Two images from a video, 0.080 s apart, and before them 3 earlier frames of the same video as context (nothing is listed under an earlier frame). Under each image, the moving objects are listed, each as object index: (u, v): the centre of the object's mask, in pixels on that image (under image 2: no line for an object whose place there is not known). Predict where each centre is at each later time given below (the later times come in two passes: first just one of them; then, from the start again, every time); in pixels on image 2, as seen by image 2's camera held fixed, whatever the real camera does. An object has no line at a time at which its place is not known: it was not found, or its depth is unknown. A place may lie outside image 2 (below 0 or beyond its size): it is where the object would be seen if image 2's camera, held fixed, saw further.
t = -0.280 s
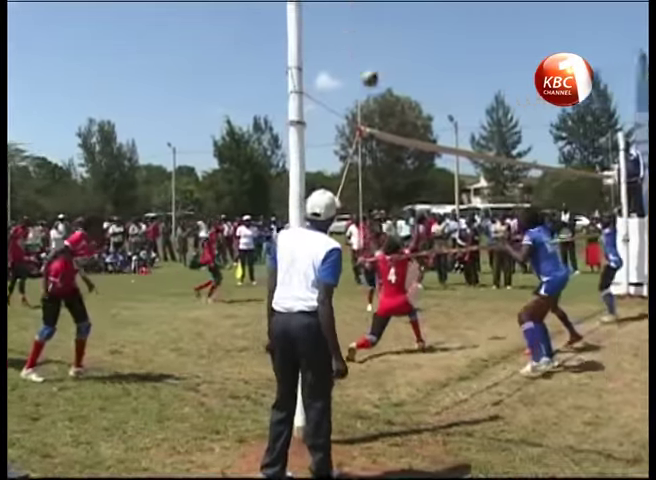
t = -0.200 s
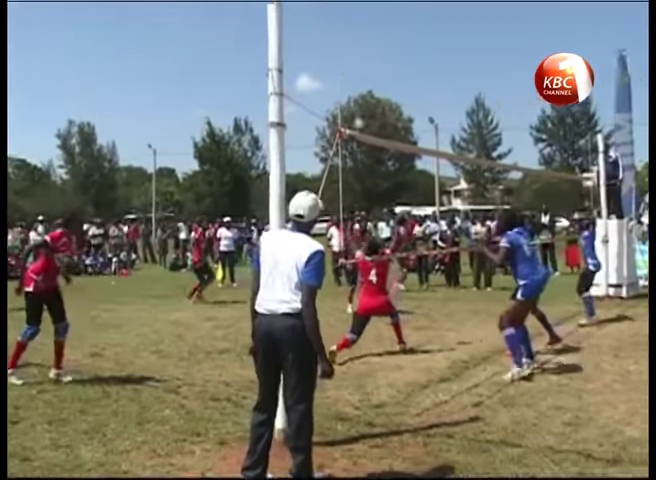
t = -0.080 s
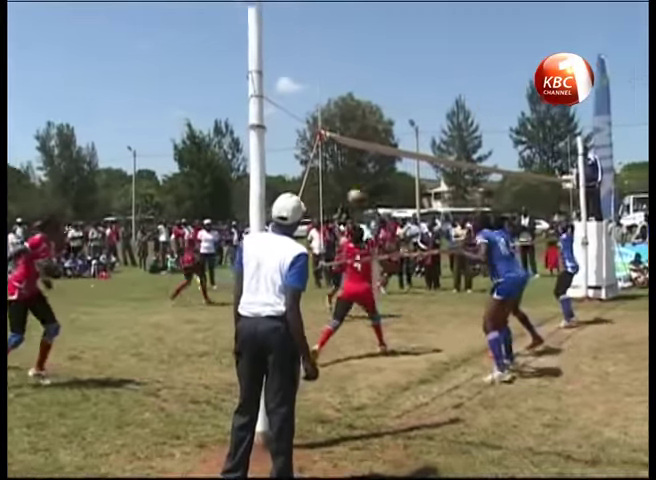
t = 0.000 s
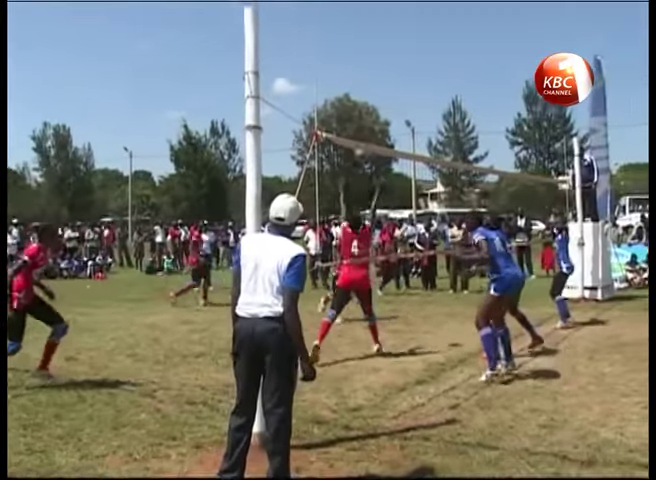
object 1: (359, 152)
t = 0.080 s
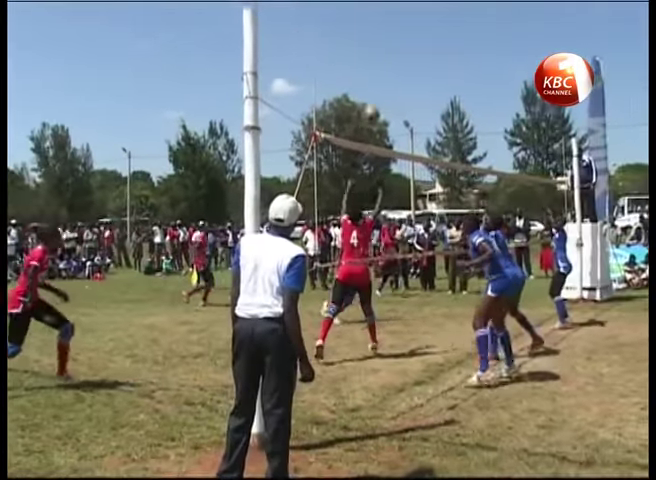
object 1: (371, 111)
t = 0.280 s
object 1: (391, 48)
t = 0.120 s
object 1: (375, 97)
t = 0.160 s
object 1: (380, 82)
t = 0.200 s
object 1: (384, 70)
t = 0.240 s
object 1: (388, 57)
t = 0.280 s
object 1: (391, 48)
